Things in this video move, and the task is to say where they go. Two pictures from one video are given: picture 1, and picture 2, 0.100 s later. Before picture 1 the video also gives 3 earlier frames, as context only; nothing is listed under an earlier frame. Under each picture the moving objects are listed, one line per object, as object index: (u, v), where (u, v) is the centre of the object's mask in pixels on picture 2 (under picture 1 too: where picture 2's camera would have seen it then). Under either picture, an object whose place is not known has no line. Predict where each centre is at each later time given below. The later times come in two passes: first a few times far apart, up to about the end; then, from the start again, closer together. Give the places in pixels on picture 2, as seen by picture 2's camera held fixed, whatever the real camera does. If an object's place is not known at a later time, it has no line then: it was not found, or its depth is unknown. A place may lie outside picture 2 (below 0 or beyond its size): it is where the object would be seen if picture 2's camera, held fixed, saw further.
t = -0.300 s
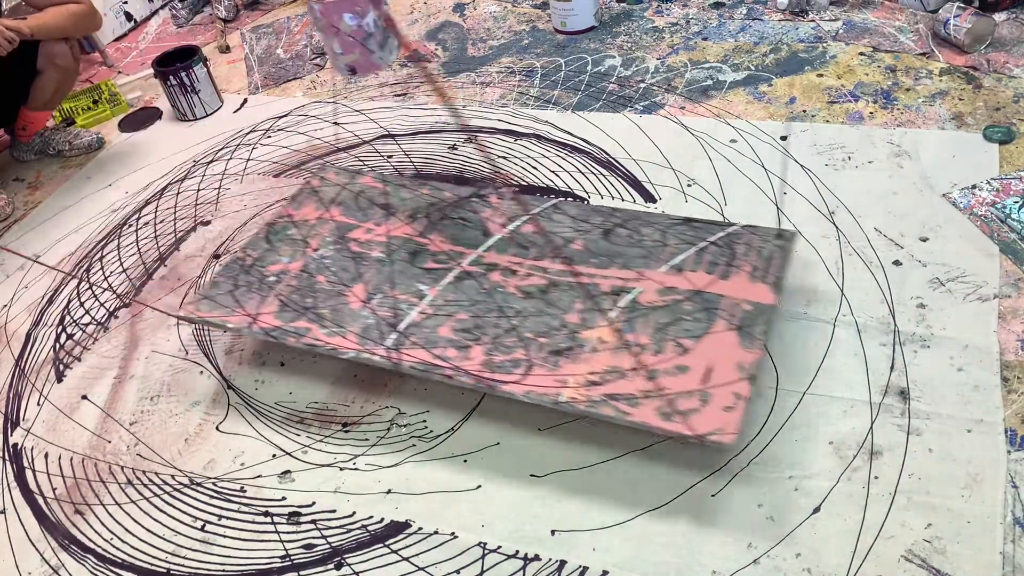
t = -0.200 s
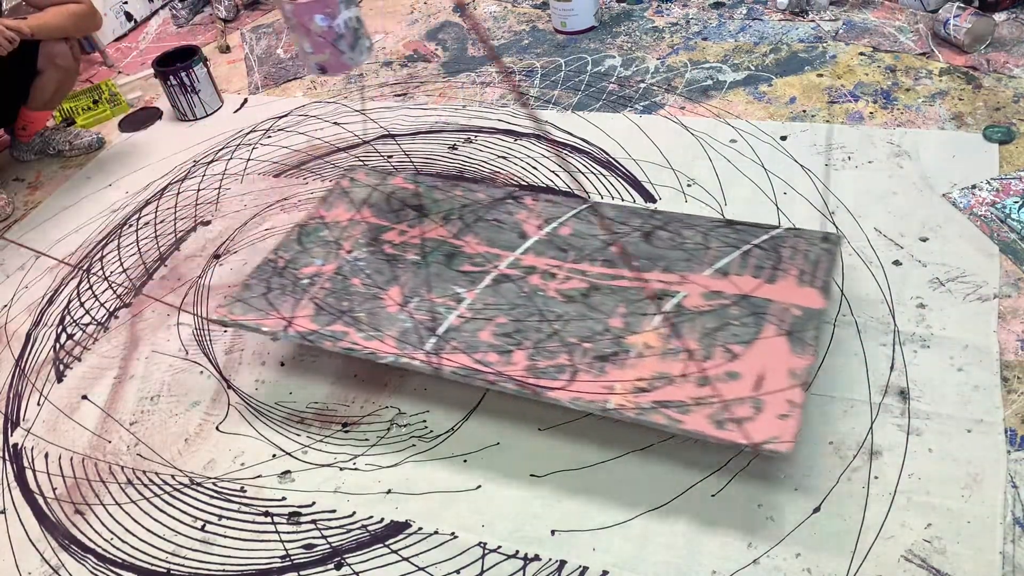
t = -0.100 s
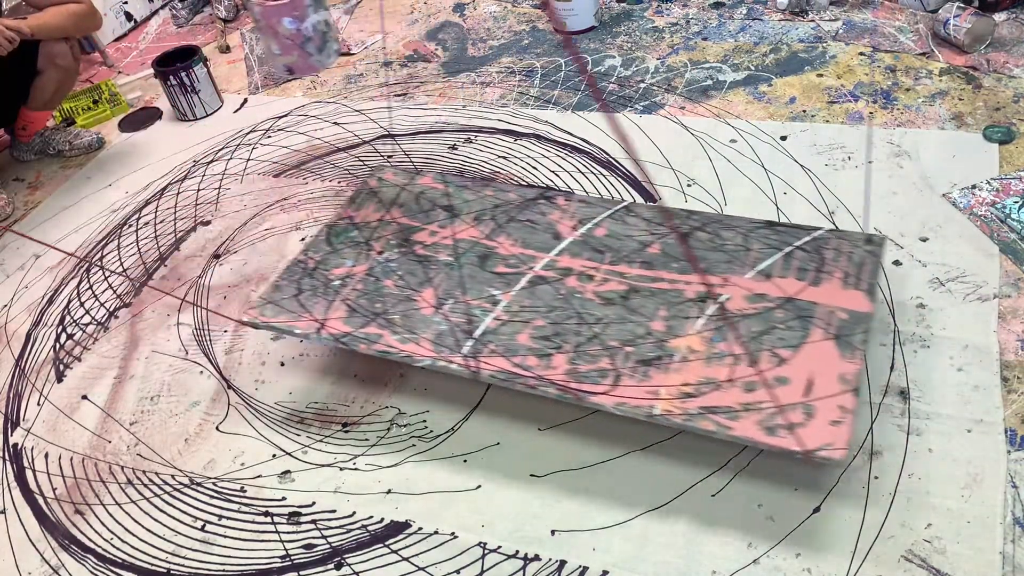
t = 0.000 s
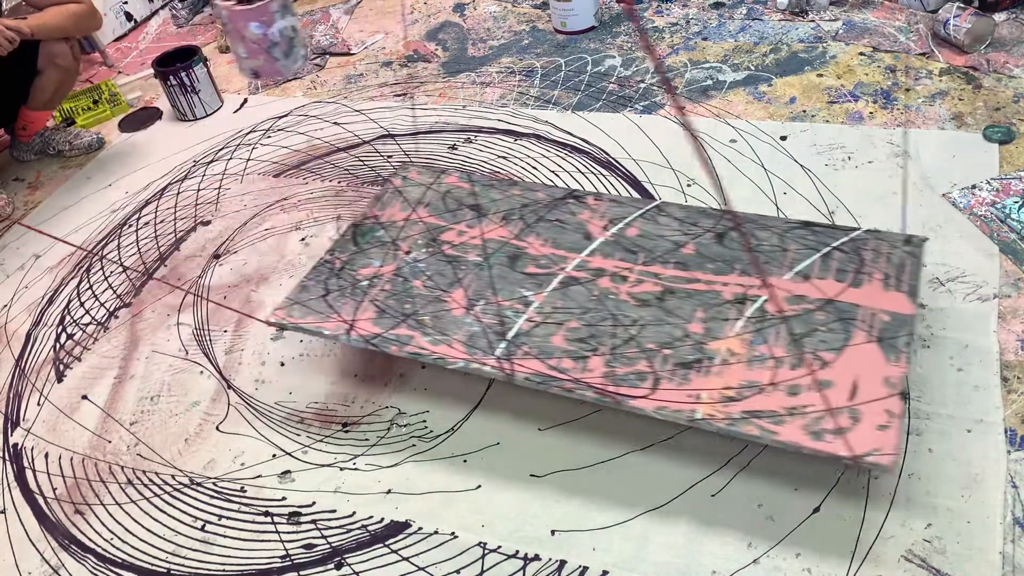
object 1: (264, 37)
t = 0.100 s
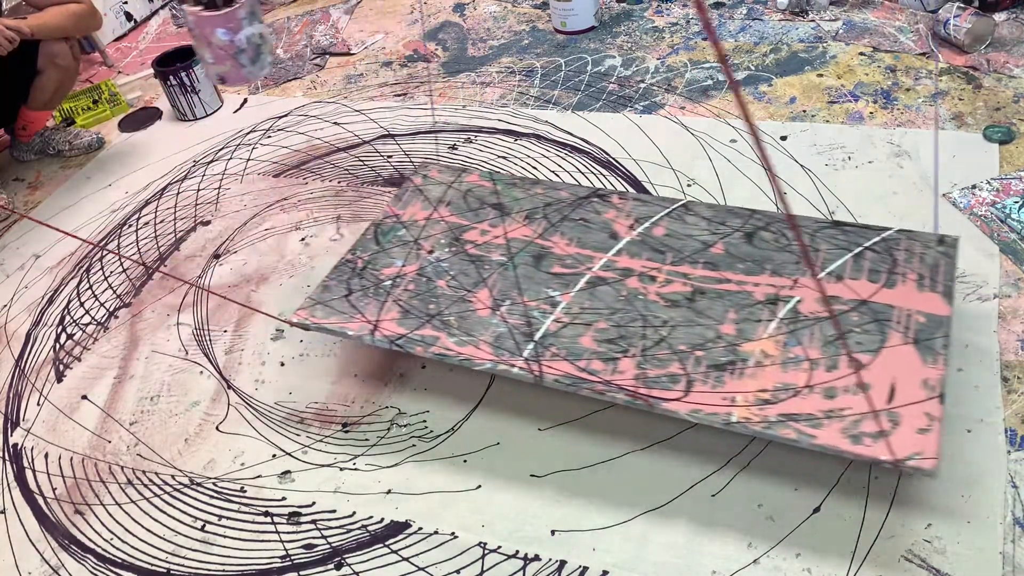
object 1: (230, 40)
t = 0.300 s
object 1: (167, 49)
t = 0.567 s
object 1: (110, 76)
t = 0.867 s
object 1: (100, 115)
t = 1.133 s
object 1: (152, 140)
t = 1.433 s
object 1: (261, 134)
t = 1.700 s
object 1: (358, 100)
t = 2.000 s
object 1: (415, 57)
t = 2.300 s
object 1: (403, 39)
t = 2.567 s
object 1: (344, 34)
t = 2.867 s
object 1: (247, 40)
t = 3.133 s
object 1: (163, 51)
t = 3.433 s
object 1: (102, 86)
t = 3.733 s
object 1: (104, 122)
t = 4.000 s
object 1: (166, 141)
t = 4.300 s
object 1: (279, 127)
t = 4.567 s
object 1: (371, 90)
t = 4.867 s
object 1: (417, 51)
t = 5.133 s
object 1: (401, 38)
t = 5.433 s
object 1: (330, 35)
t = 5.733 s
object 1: (233, 43)
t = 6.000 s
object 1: (150, 57)
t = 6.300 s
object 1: (97, 94)
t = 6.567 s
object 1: (105, 126)
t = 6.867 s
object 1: (182, 140)
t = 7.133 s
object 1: (284, 123)
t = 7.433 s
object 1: (383, 78)
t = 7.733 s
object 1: (416, 47)
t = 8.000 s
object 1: (393, 36)
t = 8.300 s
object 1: (316, 36)
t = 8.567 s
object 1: (228, 45)
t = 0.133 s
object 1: (218, 41)
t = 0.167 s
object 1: (208, 43)
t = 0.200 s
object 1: (197, 44)
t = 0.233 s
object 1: (186, 46)
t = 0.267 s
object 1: (176, 48)
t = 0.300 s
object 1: (167, 49)
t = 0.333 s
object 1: (157, 51)
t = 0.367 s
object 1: (148, 53)
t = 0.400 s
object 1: (141, 56)
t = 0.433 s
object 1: (134, 59)
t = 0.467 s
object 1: (126, 62)
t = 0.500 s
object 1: (120, 68)
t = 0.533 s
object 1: (114, 71)
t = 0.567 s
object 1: (110, 76)
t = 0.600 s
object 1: (105, 80)
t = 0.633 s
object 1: (101, 85)
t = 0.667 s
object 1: (98, 89)
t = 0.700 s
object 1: (97, 93)
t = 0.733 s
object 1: (95, 98)
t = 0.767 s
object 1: (95, 102)
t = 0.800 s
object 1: (96, 107)
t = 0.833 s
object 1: (97, 111)
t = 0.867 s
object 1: (100, 115)
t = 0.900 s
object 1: (103, 119)
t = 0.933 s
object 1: (108, 123)
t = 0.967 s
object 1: (113, 127)
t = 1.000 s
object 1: (119, 130)
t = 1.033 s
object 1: (126, 133)
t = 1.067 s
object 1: (134, 136)
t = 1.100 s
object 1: (143, 138)
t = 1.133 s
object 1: (152, 140)
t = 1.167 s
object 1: (163, 141)
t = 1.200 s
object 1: (173, 142)
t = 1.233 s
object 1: (185, 142)
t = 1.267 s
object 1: (197, 142)
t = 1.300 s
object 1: (208, 140)
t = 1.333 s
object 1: (221, 140)
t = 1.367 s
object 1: (234, 137)
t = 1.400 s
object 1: (248, 135)
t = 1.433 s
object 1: (261, 134)
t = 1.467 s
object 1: (274, 131)
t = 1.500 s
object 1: (287, 126)
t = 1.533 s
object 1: (300, 123)
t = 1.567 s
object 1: (312, 119)
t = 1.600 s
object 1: (325, 114)
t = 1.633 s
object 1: (337, 110)
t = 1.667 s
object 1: (348, 105)
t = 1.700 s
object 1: (358, 100)
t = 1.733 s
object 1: (368, 95)
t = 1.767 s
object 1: (377, 89)
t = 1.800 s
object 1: (385, 84)
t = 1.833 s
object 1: (392, 78)
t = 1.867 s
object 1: (398, 73)
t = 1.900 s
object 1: (404, 68)
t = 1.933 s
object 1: (408, 64)
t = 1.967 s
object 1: (412, 60)
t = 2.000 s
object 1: (415, 57)
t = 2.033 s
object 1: (417, 54)
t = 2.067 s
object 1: (418, 51)
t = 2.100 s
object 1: (418, 49)
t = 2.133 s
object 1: (418, 47)
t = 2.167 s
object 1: (416, 45)
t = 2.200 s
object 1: (414, 43)
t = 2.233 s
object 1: (411, 41)
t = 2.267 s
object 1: (408, 40)
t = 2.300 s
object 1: (403, 39)
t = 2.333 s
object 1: (398, 38)
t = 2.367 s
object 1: (392, 37)
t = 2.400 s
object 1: (385, 36)
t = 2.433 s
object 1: (379, 35)
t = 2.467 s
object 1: (370, 35)
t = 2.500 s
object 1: (362, 35)
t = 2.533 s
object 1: (354, 34)
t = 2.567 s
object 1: (344, 34)
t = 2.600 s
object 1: (333, 34)
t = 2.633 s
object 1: (324, 35)
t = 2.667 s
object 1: (312, 33)
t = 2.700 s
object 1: (304, 34)
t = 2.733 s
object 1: (292, 36)
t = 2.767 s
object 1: (282, 37)
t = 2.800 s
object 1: (270, 38)
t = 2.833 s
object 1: (259, 40)
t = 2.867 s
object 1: (247, 40)
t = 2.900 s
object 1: (235, 40)
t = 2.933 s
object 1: (225, 42)
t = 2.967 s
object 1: (214, 44)
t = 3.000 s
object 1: (203, 44)
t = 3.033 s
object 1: (193, 46)
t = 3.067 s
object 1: (182, 48)
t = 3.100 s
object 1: (171, 50)
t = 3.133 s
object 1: (163, 51)
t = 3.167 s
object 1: (154, 54)
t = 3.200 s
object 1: (145, 56)
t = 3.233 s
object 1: (137, 59)
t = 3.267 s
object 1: (130, 64)
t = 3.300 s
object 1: (123, 68)
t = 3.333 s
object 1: (117, 72)
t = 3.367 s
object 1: (111, 76)
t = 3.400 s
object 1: (106, 81)
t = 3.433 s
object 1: (102, 86)
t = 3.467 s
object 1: (99, 90)
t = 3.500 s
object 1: (96, 94)
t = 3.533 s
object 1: (95, 98)
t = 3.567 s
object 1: (94, 102)
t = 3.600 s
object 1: (94, 106)
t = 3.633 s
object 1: (95, 111)
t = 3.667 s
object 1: (98, 115)
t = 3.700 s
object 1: (100, 118)
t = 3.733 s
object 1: (104, 122)
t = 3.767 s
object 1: (109, 126)
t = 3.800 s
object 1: (115, 129)
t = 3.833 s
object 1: (121, 132)
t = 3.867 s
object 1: (128, 134)
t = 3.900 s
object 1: (137, 137)
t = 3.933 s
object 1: (146, 139)
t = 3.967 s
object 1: (155, 139)
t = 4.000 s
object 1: (166, 141)
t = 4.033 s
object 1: (177, 141)
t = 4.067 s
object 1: (189, 141)
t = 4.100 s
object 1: (201, 140)
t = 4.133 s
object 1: (214, 139)
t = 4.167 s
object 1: (227, 137)
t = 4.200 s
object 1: (240, 135)
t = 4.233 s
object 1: (253, 133)
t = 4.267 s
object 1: (266, 130)
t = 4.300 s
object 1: (279, 127)
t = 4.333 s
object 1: (292, 123)
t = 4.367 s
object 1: (305, 119)
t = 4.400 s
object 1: (317, 114)
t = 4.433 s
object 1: (329, 110)
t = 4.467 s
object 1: (341, 105)
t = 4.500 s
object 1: (351, 100)
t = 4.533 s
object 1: (361, 95)
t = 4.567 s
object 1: (371, 90)
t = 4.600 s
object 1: (379, 84)
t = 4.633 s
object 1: (387, 79)
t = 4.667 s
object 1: (394, 73)
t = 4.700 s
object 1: (400, 68)
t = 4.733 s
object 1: (404, 63)
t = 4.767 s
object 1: (409, 60)
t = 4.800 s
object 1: (412, 57)
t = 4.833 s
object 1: (415, 54)
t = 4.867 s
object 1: (417, 51)
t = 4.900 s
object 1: (417, 49)
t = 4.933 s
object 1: (418, 47)
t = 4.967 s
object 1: (417, 45)
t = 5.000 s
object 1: (416, 43)
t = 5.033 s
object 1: (413, 41)
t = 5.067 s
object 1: (410, 40)
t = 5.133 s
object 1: (401, 38)
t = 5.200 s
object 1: (389, 36)
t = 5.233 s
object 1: (382, 35)
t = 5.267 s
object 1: (375, 35)
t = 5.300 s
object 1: (367, 35)
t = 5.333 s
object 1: (359, 35)
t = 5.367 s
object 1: (349, 35)
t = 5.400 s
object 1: (340, 35)
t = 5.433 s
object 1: (330, 35)
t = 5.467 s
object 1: (320, 35)
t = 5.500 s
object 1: (309, 36)
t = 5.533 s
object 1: (299, 36)
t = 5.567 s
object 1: (287, 37)
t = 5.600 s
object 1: (277, 40)
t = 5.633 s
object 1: (266, 40)
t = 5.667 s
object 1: (255, 40)
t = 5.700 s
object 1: (242, 42)
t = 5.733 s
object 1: (233, 43)
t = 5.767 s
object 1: (221, 44)
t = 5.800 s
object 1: (210, 46)
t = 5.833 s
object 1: (199, 47)
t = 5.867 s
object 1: (189, 49)
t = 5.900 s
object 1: (179, 50)
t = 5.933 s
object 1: (169, 52)
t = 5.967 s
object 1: (159, 55)
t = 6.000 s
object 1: (150, 57)
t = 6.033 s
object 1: (142, 61)
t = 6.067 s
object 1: (134, 65)
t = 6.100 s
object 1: (127, 69)
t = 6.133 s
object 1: (120, 73)
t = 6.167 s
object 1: (114, 77)
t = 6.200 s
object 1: (109, 82)
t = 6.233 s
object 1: (104, 86)
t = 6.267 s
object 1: (100, 90)
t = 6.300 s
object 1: (97, 94)
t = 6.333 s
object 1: (95, 98)
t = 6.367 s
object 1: (94, 103)
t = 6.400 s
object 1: (93, 107)
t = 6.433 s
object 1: (94, 110)
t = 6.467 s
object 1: (95, 115)
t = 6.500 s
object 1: (98, 118)
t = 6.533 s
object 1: (101, 122)
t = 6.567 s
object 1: (105, 126)
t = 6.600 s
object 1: (110, 129)
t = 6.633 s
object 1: (116, 131)
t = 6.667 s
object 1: (123, 134)
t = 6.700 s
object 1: (131, 136)
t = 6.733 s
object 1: (140, 138)
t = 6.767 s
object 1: (149, 139)
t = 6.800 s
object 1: (159, 140)
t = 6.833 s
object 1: (170, 140)
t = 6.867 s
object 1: (182, 140)
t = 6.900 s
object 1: (194, 140)
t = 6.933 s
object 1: (206, 138)
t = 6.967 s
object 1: (218, 137)
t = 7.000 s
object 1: (231, 135)
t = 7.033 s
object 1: (244, 133)
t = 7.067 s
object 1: (257, 130)
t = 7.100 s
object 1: (271, 126)
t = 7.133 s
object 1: (284, 123)
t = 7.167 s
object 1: (297, 119)
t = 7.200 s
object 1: (309, 115)
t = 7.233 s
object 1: (321, 110)
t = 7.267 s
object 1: (333, 106)
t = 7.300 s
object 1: (343, 101)
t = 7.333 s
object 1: (354, 95)
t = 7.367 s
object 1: (360, 95)
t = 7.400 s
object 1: (372, 85)
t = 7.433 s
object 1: (383, 78)
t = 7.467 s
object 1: (390, 70)
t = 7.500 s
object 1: (395, 68)
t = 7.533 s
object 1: (400, 64)
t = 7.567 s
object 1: (405, 60)
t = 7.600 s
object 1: (409, 57)
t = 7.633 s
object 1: (412, 54)
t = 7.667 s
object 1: (414, 51)
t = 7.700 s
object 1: (415, 49)
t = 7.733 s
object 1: (416, 47)
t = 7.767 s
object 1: (416, 45)
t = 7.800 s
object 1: (415, 43)
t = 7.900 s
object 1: (408, 39)
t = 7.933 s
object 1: (403, 38)
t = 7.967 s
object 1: (398, 37)
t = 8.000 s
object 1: (393, 36)
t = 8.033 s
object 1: (387, 35)
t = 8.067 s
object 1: (380, 35)
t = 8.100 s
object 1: (372, 34)
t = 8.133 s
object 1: (364, 34)
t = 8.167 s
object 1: (355, 34)
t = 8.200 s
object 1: (346, 34)
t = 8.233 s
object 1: (336, 35)
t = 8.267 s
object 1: (327, 35)
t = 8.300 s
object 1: (316, 36)
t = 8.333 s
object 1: (307, 35)
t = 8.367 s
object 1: (295, 37)
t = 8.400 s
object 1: (284, 38)
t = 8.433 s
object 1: (272, 39)
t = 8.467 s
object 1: (261, 40)
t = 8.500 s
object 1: (251, 42)
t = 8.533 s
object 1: (240, 43)
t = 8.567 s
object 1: (228, 45)
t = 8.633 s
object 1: (208, 46)
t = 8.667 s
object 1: (199, 48)
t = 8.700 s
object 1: (185, 51)
